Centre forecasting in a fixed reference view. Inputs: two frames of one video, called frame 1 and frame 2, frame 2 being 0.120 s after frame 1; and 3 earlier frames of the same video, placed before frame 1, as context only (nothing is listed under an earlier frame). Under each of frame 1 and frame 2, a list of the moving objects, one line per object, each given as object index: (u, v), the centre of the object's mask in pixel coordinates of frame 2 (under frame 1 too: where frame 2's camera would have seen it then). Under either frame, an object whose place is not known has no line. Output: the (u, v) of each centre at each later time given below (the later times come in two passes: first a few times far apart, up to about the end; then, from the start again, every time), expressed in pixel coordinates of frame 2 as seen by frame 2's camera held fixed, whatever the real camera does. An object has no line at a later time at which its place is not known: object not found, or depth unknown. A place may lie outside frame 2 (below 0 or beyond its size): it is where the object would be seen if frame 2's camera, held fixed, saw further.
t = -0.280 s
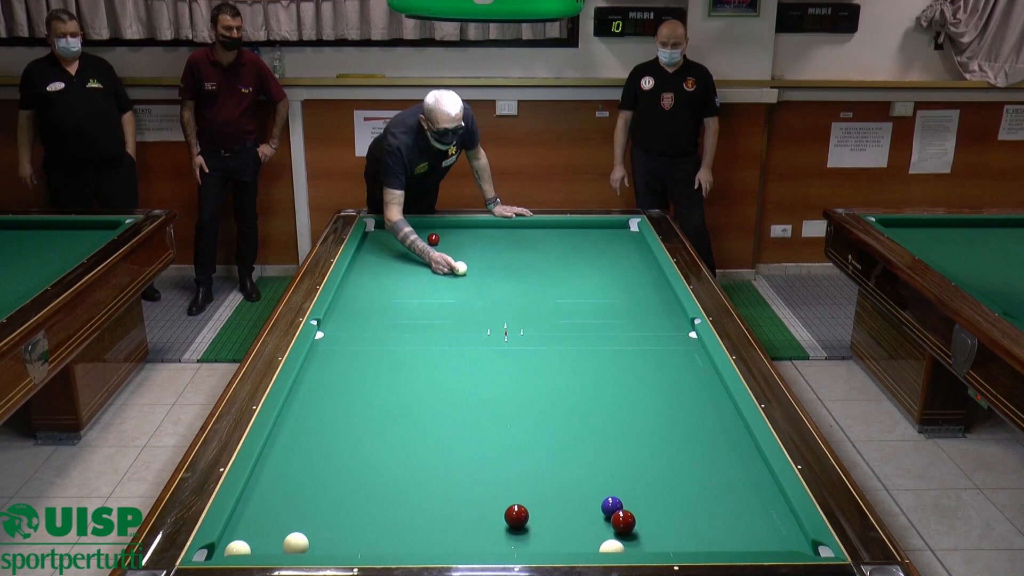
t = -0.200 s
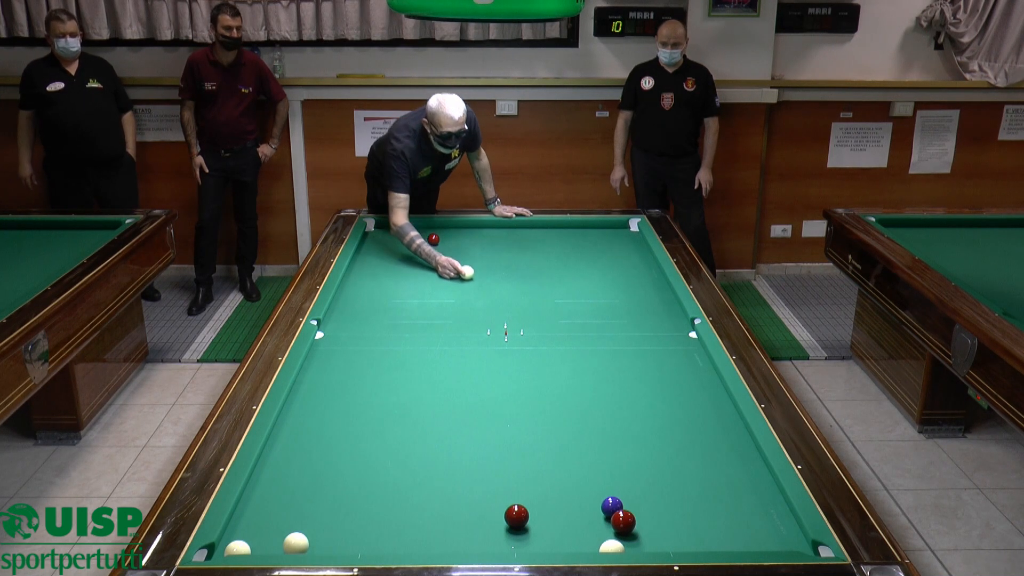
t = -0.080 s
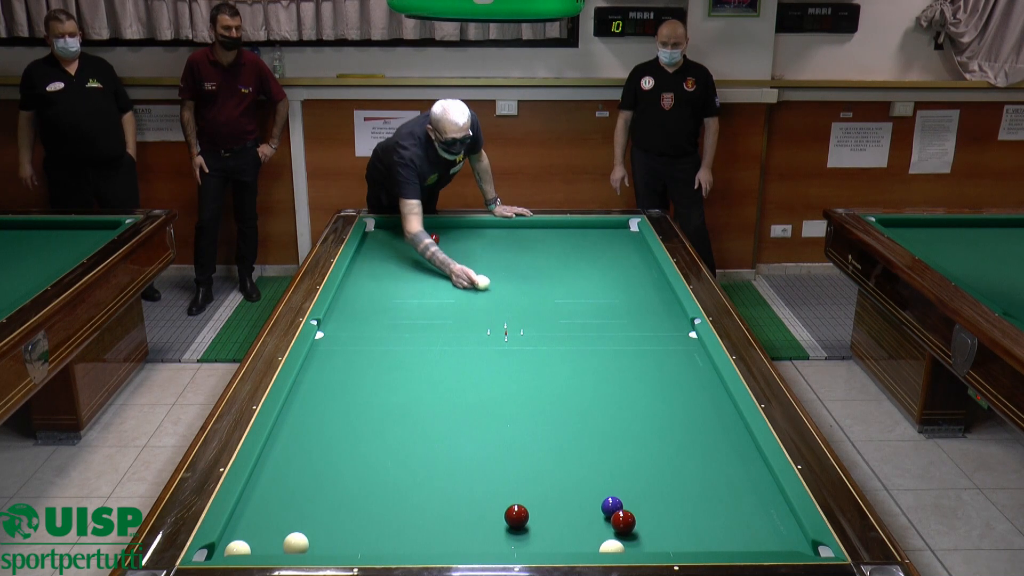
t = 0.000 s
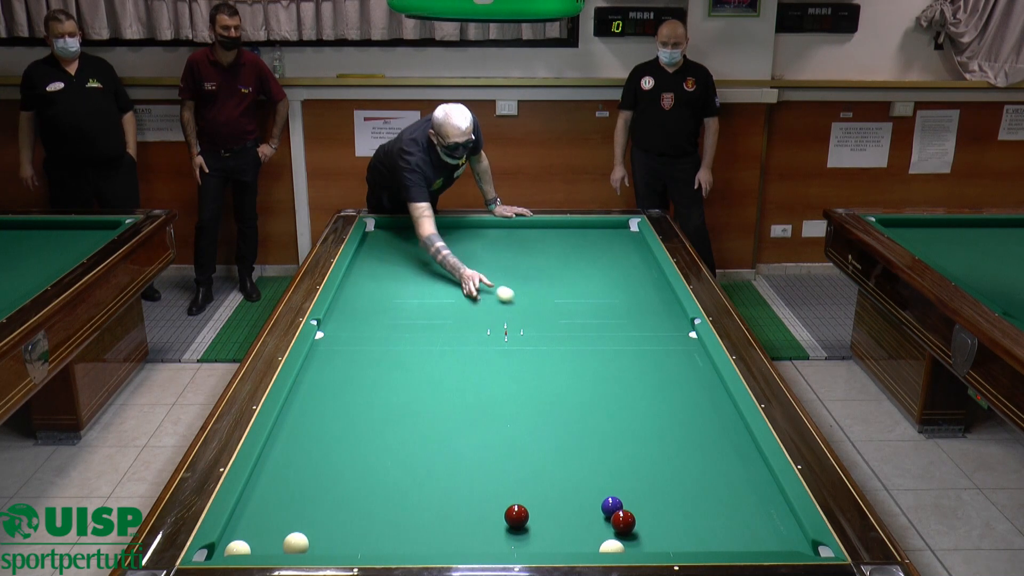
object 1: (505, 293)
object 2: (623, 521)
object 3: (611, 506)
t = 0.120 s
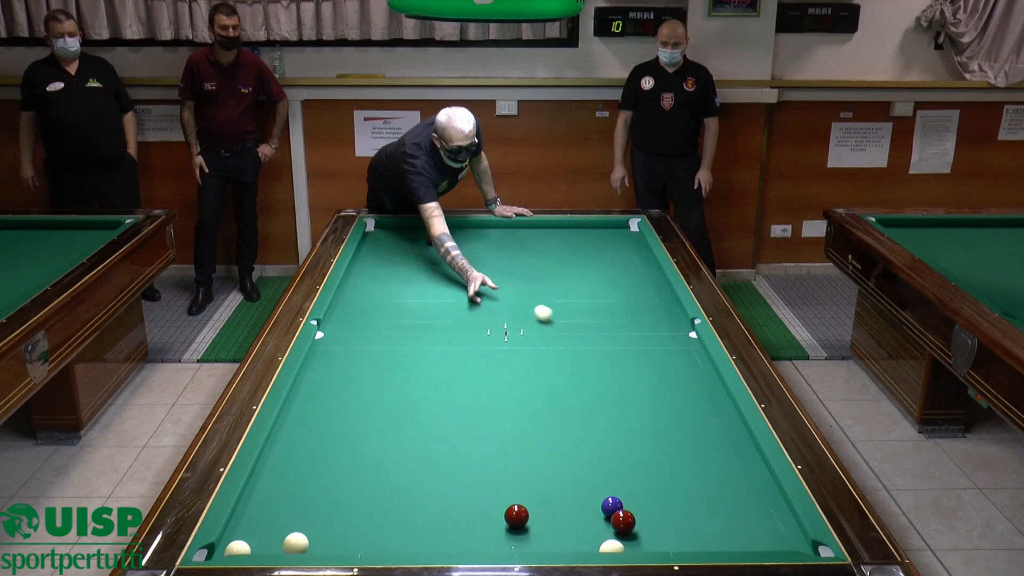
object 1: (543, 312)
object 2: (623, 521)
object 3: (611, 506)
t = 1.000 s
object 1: (687, 474)
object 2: (623, 521)
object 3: (611, 506)
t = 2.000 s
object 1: (472, 528)
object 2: (633, 502)
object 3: (558, 426)
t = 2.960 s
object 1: (263, 516)
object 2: (643, 483)
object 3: (507, 345)
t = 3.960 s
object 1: (345, 489)
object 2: (649, 472)
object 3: (472, 290)
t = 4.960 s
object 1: (433, 465)
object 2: (649, 467)
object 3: (448, 252)
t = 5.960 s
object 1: (500, 446)
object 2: (649, 467)
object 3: (460, 234)
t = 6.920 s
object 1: (550, 433)
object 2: (649, 467)
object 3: (480, 226)
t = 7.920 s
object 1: (586, 423)
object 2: (649, 467)
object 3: (489, 229)
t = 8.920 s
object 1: (609, 416)
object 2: (649, 467)
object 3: (493, 230)
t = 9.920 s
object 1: (621, 412)
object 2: (649, 467)
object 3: (493, 230)
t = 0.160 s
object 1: (556, 319)
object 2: (623, 521)
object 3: (611, 506)
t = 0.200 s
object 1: (568, 325)
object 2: (623, 521)
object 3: (611, 506)
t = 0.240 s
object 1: (581, 332)
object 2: (623, 521)
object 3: (611, 506)
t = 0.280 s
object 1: (594, 338)
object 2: (623, 521)
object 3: (611, 506)
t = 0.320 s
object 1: (607, 345)
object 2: (623, 521)
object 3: (611, 506)
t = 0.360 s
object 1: (620, 351)
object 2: (623, 521)
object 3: (611, 506)
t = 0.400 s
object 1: (633, 357)
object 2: (623, 521)
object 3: (611, 506)
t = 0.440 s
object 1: (646, 364)
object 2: (623, 521)
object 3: (611, 506)
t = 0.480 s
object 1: (659, 371)
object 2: (623, 521)
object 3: (611, 506)
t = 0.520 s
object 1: (673, 378)
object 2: (623, 521)
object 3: (611, 506)
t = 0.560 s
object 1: (688, 386)
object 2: (623, 521)
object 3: (611, 506)
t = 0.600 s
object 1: (703, 393)
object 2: (623, 521)
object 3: (611, 506)
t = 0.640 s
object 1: (718, 401)
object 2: (623, 521)
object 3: (611, 506)
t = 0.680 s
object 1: (722, 408)
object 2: (623, 521)
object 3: (611, 506)
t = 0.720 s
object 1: (716, 416)
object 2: (623, 521)
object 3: (611, 506)
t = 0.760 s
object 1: (711, 424)
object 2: (623, 521)
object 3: (611, 506)
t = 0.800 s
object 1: (706, 431)
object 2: (623, 521)
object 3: (611, 506)
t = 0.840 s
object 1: (702, 439)
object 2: (623, 521)
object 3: (611, 506)
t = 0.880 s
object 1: (698, 447)
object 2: (623, 521)
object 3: (611, 506)
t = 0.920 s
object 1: (694, 456)
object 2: (623, 521)
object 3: (611, 506)
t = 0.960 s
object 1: (691, 465)
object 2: (623, 521)
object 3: (611, 506)
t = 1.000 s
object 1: (687, 474)
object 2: (623, 521)
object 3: (611, 506)
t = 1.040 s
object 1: (683, 484)
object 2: (623, 521)
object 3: (611, 506)
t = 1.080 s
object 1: (678, 493)
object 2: (623, 521)
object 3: (611, 506)
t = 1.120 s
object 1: (674, 504)
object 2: (623, 521)
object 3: (611, 506)
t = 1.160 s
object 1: (669, 514)
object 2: (623, 521)
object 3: (611, 506)
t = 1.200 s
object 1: (665, 525)
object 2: (623, 521)
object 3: (611, 506)
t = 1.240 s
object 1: (660, 536)
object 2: (623, 521)
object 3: (611, 506)
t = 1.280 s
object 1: (654, 544)
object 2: (623, 521)
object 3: (611, 506)
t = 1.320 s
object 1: (642, 542)
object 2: (623, 521)
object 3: (611, 506)
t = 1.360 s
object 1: (629, 536)
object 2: (622, 519)
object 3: (611, 506)
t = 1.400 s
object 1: (620, 534)
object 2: (623, 516)
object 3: (609, 502)
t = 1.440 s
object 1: (608, 532)
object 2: (624, 517)
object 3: (604, 495)
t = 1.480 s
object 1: (598, 534)
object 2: (624, 516)
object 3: (600, 488)
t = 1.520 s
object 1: (589, 534)
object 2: (625, 515)
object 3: (596, 482)
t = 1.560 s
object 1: (579, 534)
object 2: (626, 513)
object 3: (592, 477)
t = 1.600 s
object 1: (569, 533)
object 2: (626, 512)
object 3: (588, 471)
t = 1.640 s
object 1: (559, 533)
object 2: (627, 511)
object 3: (585, 466)
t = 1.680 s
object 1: (549, 532)
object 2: (628, 510)
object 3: (582, 461)
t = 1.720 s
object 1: (539, 532)
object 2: (629, 509)
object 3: (579, 457)
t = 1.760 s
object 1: (529, 531)
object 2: (629, 508)
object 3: (576, 452)
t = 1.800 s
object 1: (520, 531)
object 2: (630, 507)
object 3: (573, 447)
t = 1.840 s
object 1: (510, 530)
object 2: (630, 506)
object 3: (570, 443)
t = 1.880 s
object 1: (501, 530)
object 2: (631, 505)
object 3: (567, 438)
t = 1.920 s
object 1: (491, 529)
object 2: (632, 504)
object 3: (564, 434)
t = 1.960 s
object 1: (481, 529)
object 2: (632, 503)
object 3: (561, 430)
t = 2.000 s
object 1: (472, 528)
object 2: (633, 502)
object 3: (558, 426)
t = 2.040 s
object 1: (463, 528)
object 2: (633, 501)
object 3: (556, 421)
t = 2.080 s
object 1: (453, 527)
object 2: (634, 500)
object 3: (553, 417)
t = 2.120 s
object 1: (444, 527)
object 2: (634, 499)
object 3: (551, 413)
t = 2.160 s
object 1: (435, 527)
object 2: (635, 498)
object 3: (548, 409)
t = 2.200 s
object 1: (426, 526)
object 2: (636, 498)
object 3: (546, 405)
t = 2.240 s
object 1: (417, 526)
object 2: (636, 496)
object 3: (543, 402)
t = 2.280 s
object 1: (408, 525)
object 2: (637, 496)
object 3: (541, 398)
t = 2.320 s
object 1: (399, 525)
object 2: (637, 495)
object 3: (539, 395)
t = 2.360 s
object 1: (389, 524)
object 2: (638, 494)
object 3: (536, 391)
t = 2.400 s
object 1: (381, 524)
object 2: (638, 493)
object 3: (534, 388)
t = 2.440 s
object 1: (372, 523)
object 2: (639, 492)
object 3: (532, 384)
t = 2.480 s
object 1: (363, 523)
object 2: (639, 491)
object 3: (530, 381)
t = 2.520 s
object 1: (354, 522)
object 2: (639, 491)
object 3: (528, 377)
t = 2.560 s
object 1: (346, 522)
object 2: (640, 490)
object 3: (526, 374)
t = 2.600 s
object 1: (337, 521)
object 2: (640, 489)
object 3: (524, 371)
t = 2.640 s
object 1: (329, 521)
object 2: (641, 489)
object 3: (522, 368)
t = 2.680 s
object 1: (320, 520)
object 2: (641, 488)
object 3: (520, 365)
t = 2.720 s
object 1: (312, 519)
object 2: (642, 487)
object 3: (518, 362)
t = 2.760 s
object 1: (304, 519)
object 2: (642, 486)
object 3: (516, 359)
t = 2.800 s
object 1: (295, 518)
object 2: (642, 486)
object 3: (514, 356)
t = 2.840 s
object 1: (287, 518)
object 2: (643, 485)
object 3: (512, 353)
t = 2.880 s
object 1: (279, 517)
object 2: (643, 484)
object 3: (511, 350)
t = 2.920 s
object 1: (271, 517)
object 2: (643, 484)
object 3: (509, 348)
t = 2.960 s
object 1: (263, 516)
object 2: (643, 483)
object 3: (507, 345)
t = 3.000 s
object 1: (255, 516)
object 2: (644, 482)
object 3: (506, 342)
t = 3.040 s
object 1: (248, 515)
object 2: (644, 482)
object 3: (504, 340)
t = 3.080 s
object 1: (246, 514)
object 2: (644, 481)
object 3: (502, 337)
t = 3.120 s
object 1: (252, 513)
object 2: (645, 481)
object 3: (501, 335)
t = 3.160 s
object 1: (258, 512)
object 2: (645, 480)
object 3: (499, 332)
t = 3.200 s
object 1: (263, 510)
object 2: (645, 480)
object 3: (497, 330)
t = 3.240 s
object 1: (268, 509)
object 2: (646, 479)
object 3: (496, 327)
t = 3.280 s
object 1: (272, 508)
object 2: (646, 479)
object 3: (494, 325)
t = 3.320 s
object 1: (277, 507)
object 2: (646, 478)
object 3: (493, 323)
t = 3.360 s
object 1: (281, 505)
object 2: (646, 478)
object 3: (492, 320)
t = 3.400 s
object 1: (286, 504)
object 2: (647, 477)
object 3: (490, 318)
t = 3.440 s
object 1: (290, 503)
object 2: (647, 477)
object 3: (489, 316)
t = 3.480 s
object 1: (295, 502)
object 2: (647, 476)
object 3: (487, 314)
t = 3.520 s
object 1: (299, 501)
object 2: (647, 476)
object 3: (486, 312)
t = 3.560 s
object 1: (303, 500)
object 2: (647, 475)
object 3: (485, 310)
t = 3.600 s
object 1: (308, 498)
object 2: (648, 475)
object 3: (483, 307)
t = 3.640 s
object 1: (312, 497)
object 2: (648, 474)
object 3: (482, 305)
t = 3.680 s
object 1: (317, 496)
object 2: (648, 474)
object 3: (481, 303)
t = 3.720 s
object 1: (320, 495)
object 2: (648, 474)
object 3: (479, 301)
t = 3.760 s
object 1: (325, 494)
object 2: (648, 474)
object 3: (478, 299)
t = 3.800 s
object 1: (329, 493)
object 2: (648, 473)
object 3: (477, 297)
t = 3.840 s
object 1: (333, 492)
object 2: (649, 473)
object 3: (476, 296)
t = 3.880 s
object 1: (337, 491)
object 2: (649, 472)
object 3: (475, 294)
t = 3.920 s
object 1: (341, 490)
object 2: (649, 472)
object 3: (473, 292)
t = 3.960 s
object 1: (345, 489)
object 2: (649, 472)
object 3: (472, 290)
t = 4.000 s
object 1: (349, 488)
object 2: (649, 471)
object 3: (471, 288)
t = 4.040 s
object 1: (353, 487)
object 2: (649, 471)
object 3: (470, 287)
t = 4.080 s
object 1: (357, 485)
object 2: (649, 471)
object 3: (469, 285)
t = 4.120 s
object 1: (361, 485)
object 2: (649, 471)
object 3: (468, 283)
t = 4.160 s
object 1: (364, 484)
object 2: (650, 471)
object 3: (467, 281)
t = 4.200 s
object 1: (368, 482)
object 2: (650, 470)
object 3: (466, 280)
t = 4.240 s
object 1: (372, 481)
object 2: (650, 470)
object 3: (465, 278)
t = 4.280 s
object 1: (376, 480)
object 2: (650, 470)
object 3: (464, 277)
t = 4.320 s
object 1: (379, 479)
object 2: (650, 470)
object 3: (463, 275)
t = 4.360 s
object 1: (383, 479)
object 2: (650, 470)
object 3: (462, 273)
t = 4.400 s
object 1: (386, 477)
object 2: (649, 469)
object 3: (461, 272)
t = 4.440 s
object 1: (390, 476)
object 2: (649, 469)
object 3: (460, 270)
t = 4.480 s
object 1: (394, 476)
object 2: (650, 469)
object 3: (459, 269)
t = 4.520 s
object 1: (397, 475)
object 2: (649, 469)
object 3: (458, 267)
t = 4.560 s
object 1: (400, 474)
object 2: (649, 469)
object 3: (457, 266)
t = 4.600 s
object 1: (404, 473)
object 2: (649, 469)
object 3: (456, 265)
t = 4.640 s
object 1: (407, 472)
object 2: (649, 468)
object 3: (455, 263)
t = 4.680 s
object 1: (410, 471)
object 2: (649, 468)
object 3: (454, 262)
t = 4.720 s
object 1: (414, 470)
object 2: (649, 468)
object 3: (453, 260)
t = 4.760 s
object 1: (417, 469)
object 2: (649, 468)
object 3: (452, 259)
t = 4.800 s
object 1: (420, 468)
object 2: (649, 467)
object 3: (451, 258)
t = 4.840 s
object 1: (423, 467)
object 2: (649, 467)
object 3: (451, 256)
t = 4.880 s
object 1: (426, 467)
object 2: (649, 467)
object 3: (450, 255)
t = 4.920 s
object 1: (430, 466)
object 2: (649, 467)
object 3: (449, 254)
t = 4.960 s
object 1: (433, 465)
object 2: (649, 467)
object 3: (448, 252)
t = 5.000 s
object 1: (436, 464)
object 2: (649, 467)
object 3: (447, 251)
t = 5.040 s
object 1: (439, 463)
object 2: (649, 467)
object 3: (446, 250)
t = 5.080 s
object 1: (442, 462)
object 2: (649, 467)
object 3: (446, 249)
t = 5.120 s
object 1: (445, 462)
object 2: (649, 467)
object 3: (445, 247)
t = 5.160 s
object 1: (448, 461)
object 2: (649, 467)
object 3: (444, 246)
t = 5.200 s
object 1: (451, 460)
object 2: (649, 467)
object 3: (444, 245)
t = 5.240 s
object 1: (453, 459)
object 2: (649, 467)
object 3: (443, 244)
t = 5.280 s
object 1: (456, 458)
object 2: (649, 467)
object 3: (442, 243)
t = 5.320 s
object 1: (459, 457)
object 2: (649, 467)
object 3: (443, 242)
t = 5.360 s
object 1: (462, 457)
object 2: (649, 467)
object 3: (444, 242)
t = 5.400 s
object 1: (465, 456)
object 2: (649, 467)
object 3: (445, 241)
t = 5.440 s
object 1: (467, 455)
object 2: (649, 467)
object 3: (446, 241)
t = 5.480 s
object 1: (470, 454)
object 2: (649, 467)
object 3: (447, 240)
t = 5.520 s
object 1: (473, 454)
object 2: (649, 467)
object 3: (448, 240)
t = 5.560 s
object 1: (475, 453)
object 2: (649, 467)
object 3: (450, 239)
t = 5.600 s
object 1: (478, 452)
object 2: (649, 467)
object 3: (451, 238)
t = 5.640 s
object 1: (481, 452)
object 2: (649, 467)
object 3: (452, 238)
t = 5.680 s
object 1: (483, 451)
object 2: (649, 467)
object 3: (453, 238)
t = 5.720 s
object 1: (486, 450)
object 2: (649, 467)
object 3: (454, 237)
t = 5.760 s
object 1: (488, 449)
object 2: (649, 467)
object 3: (455, 237)
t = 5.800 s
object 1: (491, 449)
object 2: (649, 467)
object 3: (456, 236)
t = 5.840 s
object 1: (493, 448)
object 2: (649, 467)
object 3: (457, 236)
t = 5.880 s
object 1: (496, 448)
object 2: (649, 467)
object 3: (458, 235)
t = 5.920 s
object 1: (498, 447)
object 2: (649, 467)
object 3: (459, 235)
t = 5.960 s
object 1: (500, 446)
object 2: (649, 467)
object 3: (460, 234)
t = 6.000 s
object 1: (503, 446)
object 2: (649, 467)
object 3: (461, 234)
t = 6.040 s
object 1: (505, 445)
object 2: (649, 467)
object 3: (462, 233)
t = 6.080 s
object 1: (508, 444)
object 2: (649, 467)
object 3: (463, 233)
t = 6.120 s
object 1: (510, 444)
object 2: (649, 467)
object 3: (464, 232)
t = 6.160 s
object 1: (512, 443)
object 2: (649, 467)
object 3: (465, 232)
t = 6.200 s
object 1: (514, 443)
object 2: (649, 467)
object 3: (466, 231)
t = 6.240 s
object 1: (516, 442)
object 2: (649, 467)
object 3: (467, 231)
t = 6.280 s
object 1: (519, 441)
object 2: (649, 467)
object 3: (468, 231)
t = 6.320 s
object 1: (521, 441)
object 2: (649, 467)
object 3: (469, 230)
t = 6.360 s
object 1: (523, 440)
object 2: (649, 467)
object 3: (469, 230)
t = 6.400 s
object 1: (525, 440)
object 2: (649, 467)
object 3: (470, 229)
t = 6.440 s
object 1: (527, 439)
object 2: (649, 467)
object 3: (471, 229)
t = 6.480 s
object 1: (529, 439)
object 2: (649, 467)
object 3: (472, 229)
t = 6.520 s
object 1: (531, 438)
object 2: (649, 467)
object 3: (473, 228)
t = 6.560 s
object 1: (533, 438)
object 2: (649, 467)
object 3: (473, 228)
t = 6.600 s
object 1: (535, 437)
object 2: (649, 467)
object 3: (474, 228)
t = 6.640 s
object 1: (537, 437)
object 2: (649, 467)
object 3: (475, 227)
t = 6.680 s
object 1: (539, 436)
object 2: (649, 467)
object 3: (476, 227)
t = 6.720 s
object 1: (541, 435)
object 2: (649, 467)
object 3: (477, 227)
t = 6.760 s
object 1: (543, 435)
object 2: (649, 467)
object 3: (477, 226)
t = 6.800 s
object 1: (544, 434)
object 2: (649, 467)
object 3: (478, 226)
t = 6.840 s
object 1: (546, 434)
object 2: (649, 467)
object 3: (479, 226)
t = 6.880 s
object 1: (548, 433)
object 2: (649, 467)
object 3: (479, 226)
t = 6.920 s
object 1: (550, 433)
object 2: (649, 467)
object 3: (480, 226)
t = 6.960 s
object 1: (552, 433)
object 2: (649, 467)
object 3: (480, 226)
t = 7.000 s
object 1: (553, 432)
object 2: (649, 467)
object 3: (481, 226)
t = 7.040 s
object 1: (555, 432)
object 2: (649, 467)
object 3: (481, 226)
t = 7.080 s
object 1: (557, 431)
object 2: (649, 467)
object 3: (482, 226)
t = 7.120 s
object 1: (558, 431)
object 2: (649, 467)
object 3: (482, 226)
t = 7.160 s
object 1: (560, 430)
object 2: (649, 467)
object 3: (482, 226)
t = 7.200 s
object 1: (561, 430)
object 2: (649, 467)
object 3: (483, 227)
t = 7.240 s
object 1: (563, 429)
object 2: (649, 467)
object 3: (483, 227)
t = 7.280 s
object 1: (565, 429)
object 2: (649, 467)
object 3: (484, 227)
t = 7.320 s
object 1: (566, 428)
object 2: (649, 467)
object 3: (484, 227)
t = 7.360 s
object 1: (567, 428)
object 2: (649, 467)
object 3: (484, 227)
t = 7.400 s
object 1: (569, 428)
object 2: (649, 467)
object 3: (485, 228)
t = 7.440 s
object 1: (570, 427)
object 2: (649, 467)
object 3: (485, 228)
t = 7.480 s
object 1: (572, 427)
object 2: (649, 467)
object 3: (486, 228)
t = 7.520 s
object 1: (573, 426)
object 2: (649, 467)
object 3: (486, 228)
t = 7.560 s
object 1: (575, 426)
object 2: (649, 467)
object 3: (486, 228)
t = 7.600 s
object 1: (576, 426)
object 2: (649, 467)
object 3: (487, 228)
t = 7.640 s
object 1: (577, 425)
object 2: (649, 467)
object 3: (487, 228)
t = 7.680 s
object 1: (579, 425)
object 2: (649, 467)
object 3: (487, 228)
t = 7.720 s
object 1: (580, 424)
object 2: (649, 467)
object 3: (488, 229)
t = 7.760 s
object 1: (581, 424)
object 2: (649, 467)
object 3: (488, 229)
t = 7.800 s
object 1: (582, 424)
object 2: (649, 467)
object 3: (488, 229)
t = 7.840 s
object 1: (584, 423)
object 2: (649, 467)
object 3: (488, 229)
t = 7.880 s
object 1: (585, 423)
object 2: (649, 467)
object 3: (489, 229)
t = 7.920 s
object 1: (586, 423)
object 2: (649, 467)
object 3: (489, 229)
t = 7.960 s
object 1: (587, 422)
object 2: (649, 467)
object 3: (489, 229)
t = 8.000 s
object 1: (588, 422)
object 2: (649, 467)
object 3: (490, 229)
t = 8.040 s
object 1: (589, 421)
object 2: (649, 467)
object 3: (490, 229)
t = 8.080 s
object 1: (591, 421)
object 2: (649, 467)
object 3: (490, 229)
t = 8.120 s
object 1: (592, 421)
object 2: (649, 467)
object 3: (490, 229)
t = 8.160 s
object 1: (593, 421)
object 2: (649, 467)
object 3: (491, 229)
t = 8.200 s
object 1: (594, 420)
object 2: (649, 467)
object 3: (491, 229)
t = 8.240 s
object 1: (595, 420)
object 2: (649, 467)
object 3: (491, 229)
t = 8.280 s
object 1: (596, 420)
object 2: (649, 467)
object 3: (491, 229)
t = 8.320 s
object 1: (597, 419)
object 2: (649, 467)
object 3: (492, 230)
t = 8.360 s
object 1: (598, 419)
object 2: (649, 467)
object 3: (492, 230)
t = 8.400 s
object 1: (599, 419)
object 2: (649, 467)
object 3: (492, 230)
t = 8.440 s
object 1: (600, 418)
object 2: (649, 467)
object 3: (492, 230)
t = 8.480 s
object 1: (600, 418)
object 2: (649, 467)
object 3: (492, 230)
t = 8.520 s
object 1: (601, 418)
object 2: (649, 467)
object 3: (492, 230)
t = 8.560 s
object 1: (602, 418)
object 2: (649, 467)
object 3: (492, 230)
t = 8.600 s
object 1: (603, 418)
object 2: (649, 467)
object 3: (492, 230)
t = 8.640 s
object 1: (604, 417)
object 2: (649, 467)
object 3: (493, 230)
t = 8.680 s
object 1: (605, 417)
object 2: (649, 467)
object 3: (493, 230)
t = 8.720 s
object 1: (606, 417)
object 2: (649, 467)
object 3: (493, 230)
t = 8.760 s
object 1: (606, 416)
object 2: (649, 467)
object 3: (493, 230)
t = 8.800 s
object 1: (607, 416)
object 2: (649, 467)
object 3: (493, 230)
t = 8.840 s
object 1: (608, 416)
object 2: (649, 467)
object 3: (493, 230)
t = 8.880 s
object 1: (609, 416)
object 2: (649, 467)
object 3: (493, 230)
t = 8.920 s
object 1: (609, 416)
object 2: (649, 467)
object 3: (493, 230)
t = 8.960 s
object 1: (610, 415)
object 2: (649, 467)
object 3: (493, 230)
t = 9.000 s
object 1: (611, 415)
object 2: (649, 467)
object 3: (493, 230)
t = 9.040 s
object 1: (611, 415)
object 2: (649, 467)
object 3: (493, 230)
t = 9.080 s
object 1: (612, 415)
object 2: (649, 467)
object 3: (493, 230)
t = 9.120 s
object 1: (612, 415)
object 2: (649, 467)
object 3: (493, 230)
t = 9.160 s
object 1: (613, 414)
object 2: (649, 467)
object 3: (493, 230)
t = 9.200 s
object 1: (614, 414)
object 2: (649, 467)
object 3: (493, 230)
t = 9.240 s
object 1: (615, 414)
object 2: (649, 467)
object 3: (493, 230)
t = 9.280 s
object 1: (615, 414)
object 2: (649, 467)
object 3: (493, 230)
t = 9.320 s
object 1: (616, 414)
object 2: (649, 467)
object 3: (493, 230)
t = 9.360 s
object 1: (616, 414)
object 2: (649, 467)
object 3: (493, 230)
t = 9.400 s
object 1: (617, 414)
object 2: (649, 467)
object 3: (493, 230)
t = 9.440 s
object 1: (617, 413)
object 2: (649, 467)
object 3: (493, 230)
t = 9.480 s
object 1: (617, 413)
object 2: (649, 467)
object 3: (493, 230)
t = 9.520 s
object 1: (618, 413)
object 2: (649, 467)
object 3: (493, 230)
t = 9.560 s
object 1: (618, 413)
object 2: (649, 467)
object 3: (493, 230)
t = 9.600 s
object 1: (619, 413)
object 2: (649, 467)
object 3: (493, 230)
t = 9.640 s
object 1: (619, 413)
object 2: (649, 467)
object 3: (493, 230)
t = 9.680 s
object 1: (620, 413)
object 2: (649, 467)
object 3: (493, 230)
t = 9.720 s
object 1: (620, 413)
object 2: (649, 467)
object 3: (493, 230)
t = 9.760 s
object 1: (620, 412)
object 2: (649, 467)
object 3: (493, 230)
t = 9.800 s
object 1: (621, 412)
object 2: (649, 467)
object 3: (493, 230)
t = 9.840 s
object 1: (621, 412)
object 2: (649, 467)
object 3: (493, 230)
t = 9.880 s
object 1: (621, 412)
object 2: (649, 467)
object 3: (493, 230)
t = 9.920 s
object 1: (621, 412)
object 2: (649, 467)
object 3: (493, 230)
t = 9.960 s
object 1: (622, 412)
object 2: (649, 467)
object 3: (493, 230)
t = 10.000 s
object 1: (622, 412)
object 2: (649, 467)
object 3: (493, 230)
